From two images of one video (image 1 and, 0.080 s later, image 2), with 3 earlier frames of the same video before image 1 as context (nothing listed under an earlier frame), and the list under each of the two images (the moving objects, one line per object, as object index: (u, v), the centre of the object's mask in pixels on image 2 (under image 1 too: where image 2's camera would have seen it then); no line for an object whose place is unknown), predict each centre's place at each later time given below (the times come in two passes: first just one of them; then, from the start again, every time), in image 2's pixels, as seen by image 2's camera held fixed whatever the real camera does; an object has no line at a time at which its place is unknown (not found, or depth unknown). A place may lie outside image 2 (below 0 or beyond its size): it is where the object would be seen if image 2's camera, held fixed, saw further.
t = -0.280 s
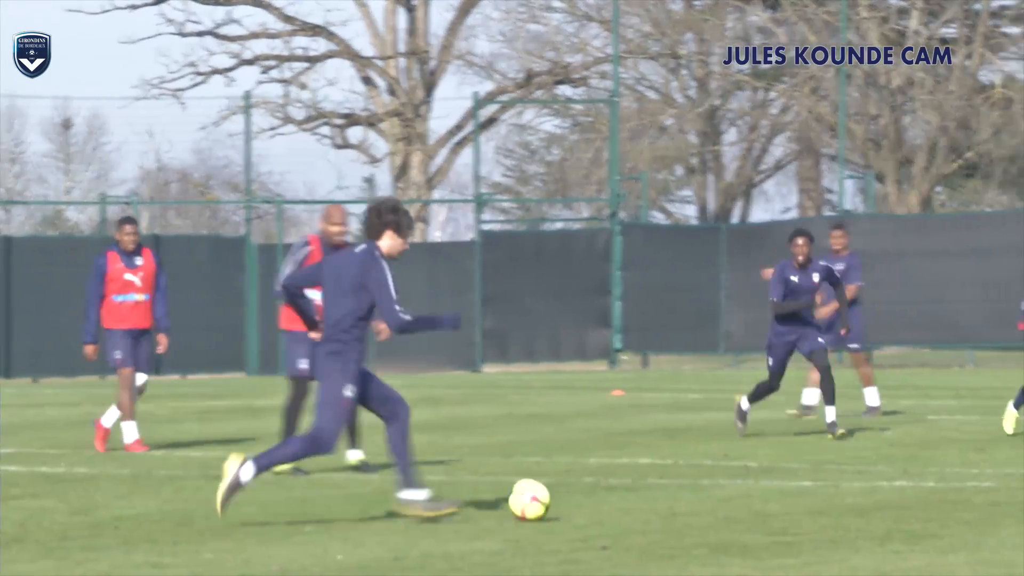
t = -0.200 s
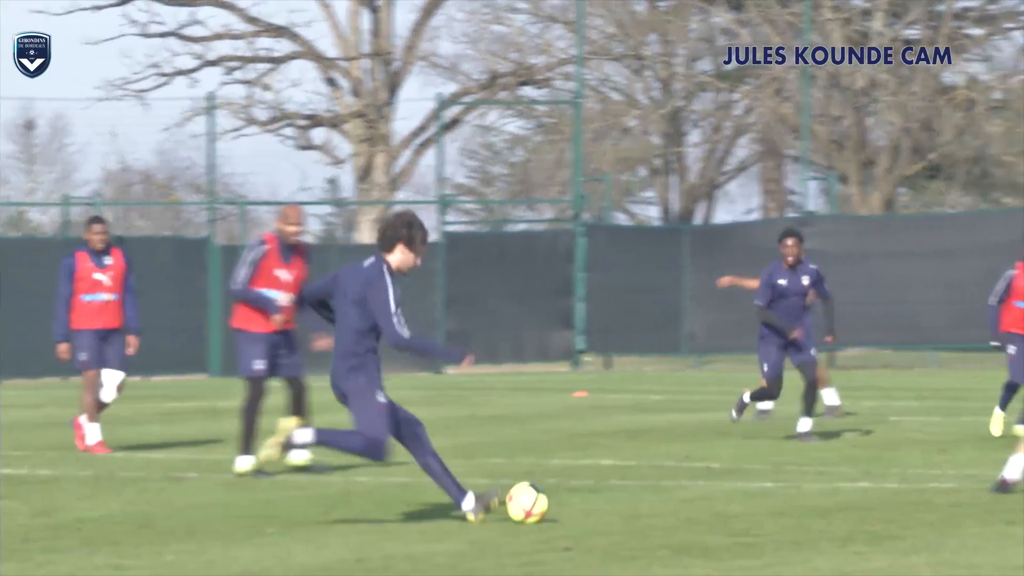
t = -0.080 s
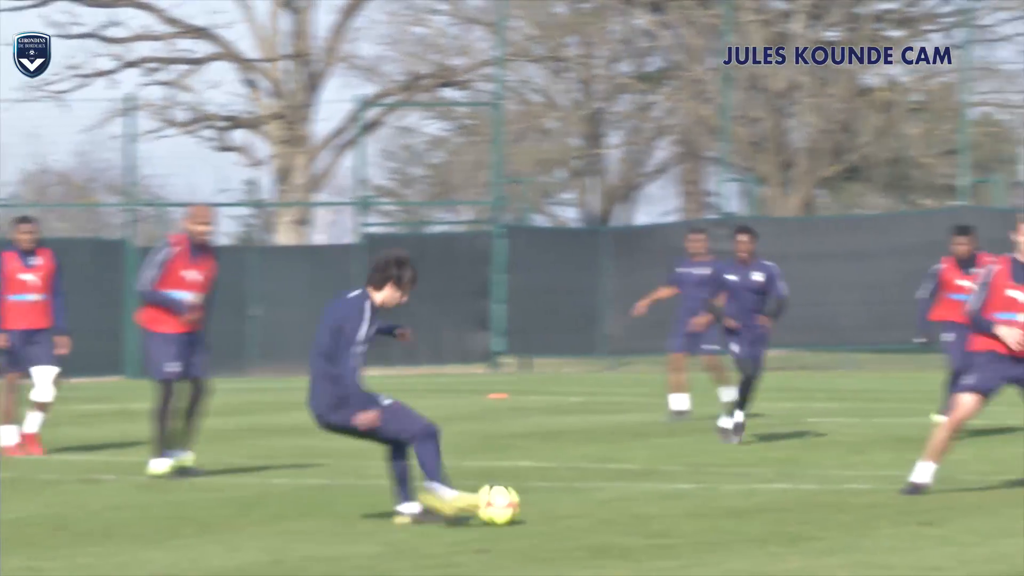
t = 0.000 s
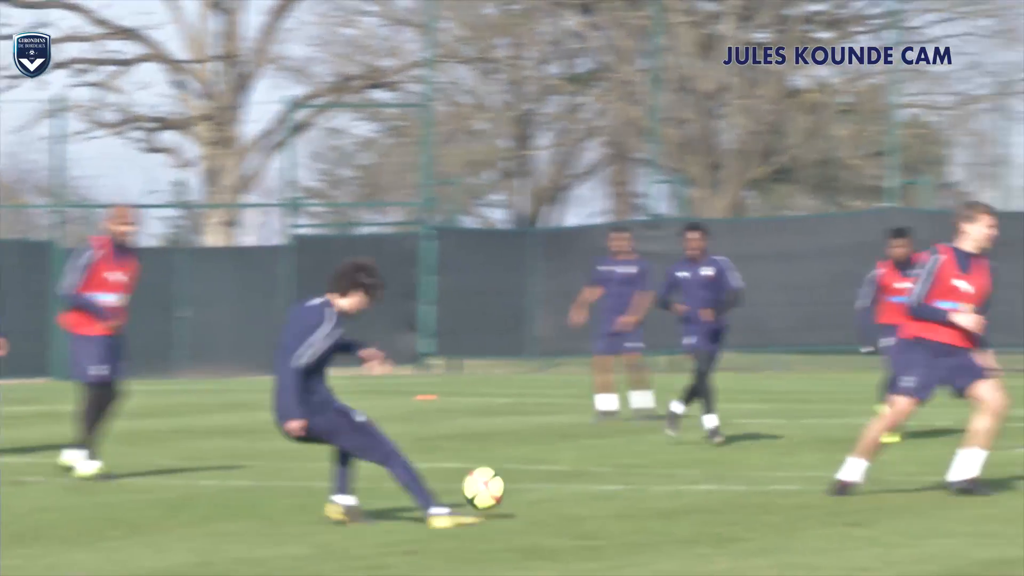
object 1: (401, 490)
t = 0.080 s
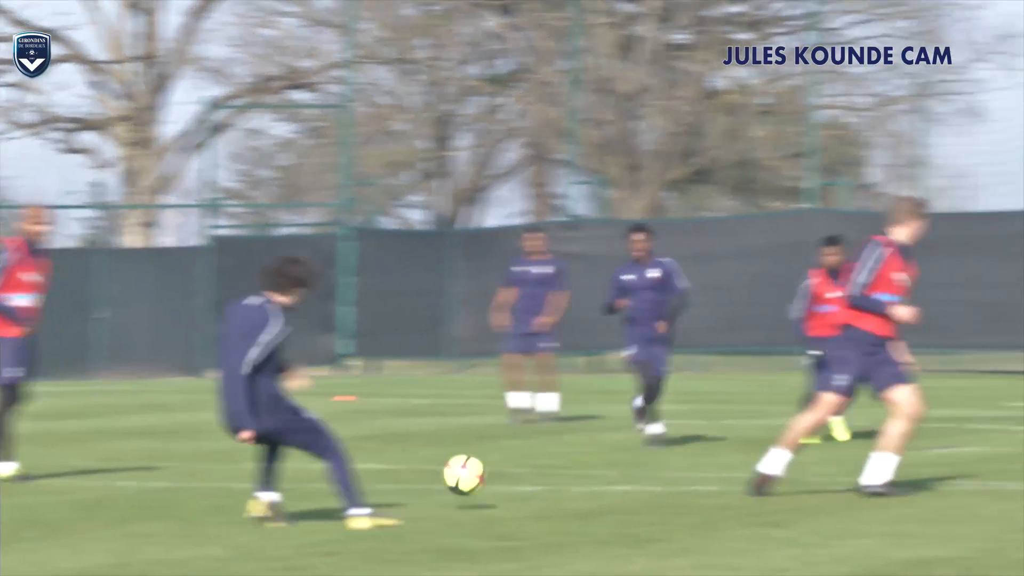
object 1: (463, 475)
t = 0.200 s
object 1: (540, 474)
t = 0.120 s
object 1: (491, 472)
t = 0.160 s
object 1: (516, 472)
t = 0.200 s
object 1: (540, 474)
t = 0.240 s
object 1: (561, 476)
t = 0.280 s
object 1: (579, 467)
